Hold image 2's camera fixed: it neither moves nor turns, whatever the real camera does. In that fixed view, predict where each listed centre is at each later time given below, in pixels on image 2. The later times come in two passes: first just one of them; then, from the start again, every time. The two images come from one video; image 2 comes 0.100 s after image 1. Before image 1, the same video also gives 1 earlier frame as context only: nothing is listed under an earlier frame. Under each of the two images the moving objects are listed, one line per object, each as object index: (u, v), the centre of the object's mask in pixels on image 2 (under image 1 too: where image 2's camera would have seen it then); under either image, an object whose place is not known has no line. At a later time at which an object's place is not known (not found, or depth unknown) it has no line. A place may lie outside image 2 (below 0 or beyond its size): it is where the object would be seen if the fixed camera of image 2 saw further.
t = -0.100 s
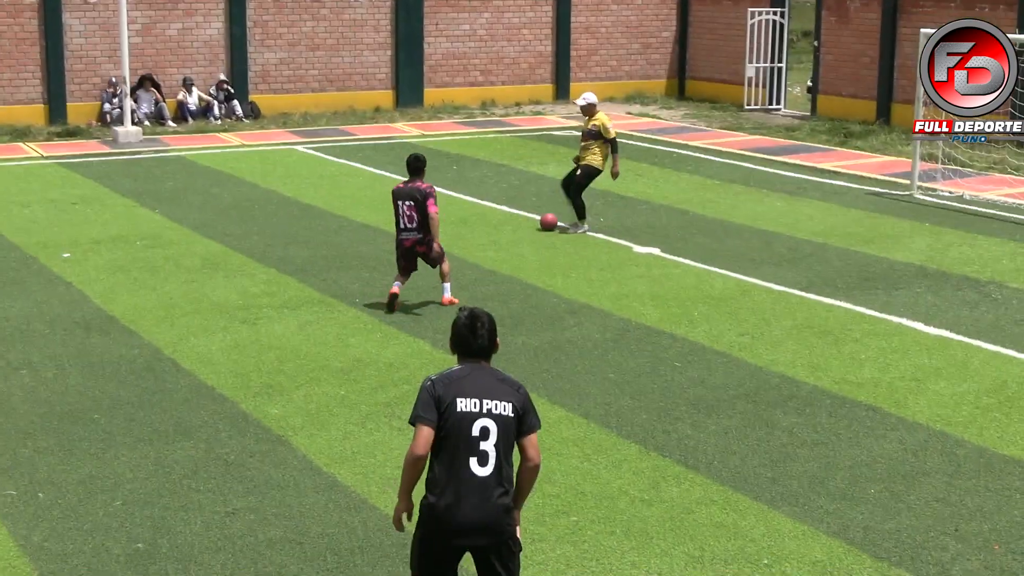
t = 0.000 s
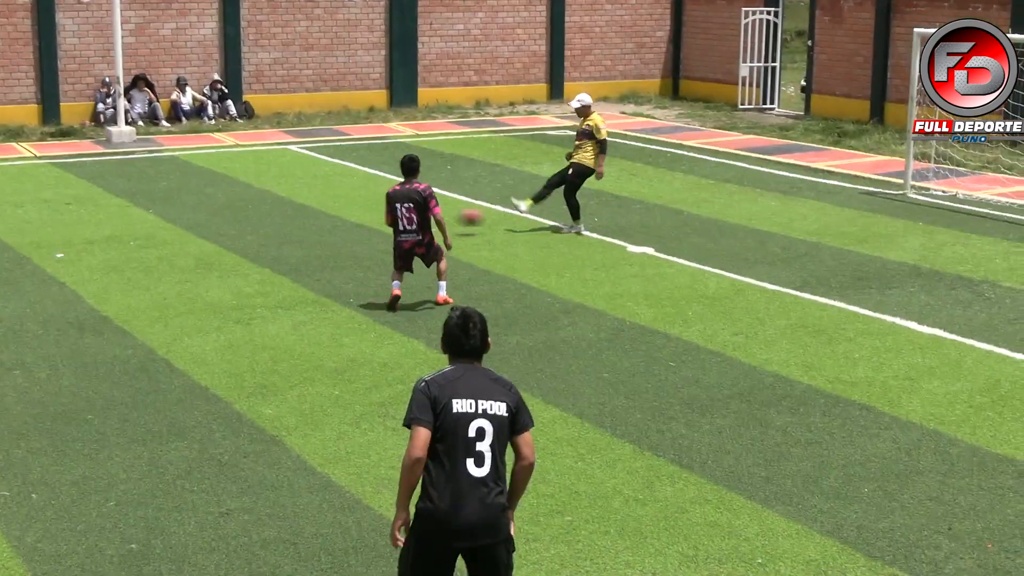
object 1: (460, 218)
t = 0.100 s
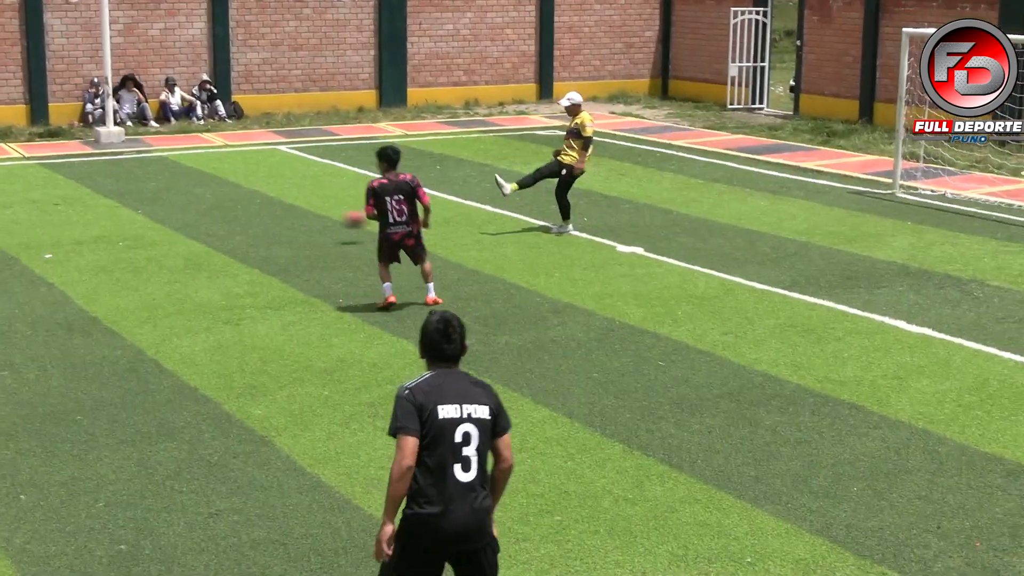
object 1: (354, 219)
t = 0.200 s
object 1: (246, 230)
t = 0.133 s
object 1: (320, 222)
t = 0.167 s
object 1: (283, 226)
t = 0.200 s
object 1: (246, 230)
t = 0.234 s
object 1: (208, 236)
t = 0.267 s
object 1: (170, 244)
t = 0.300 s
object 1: (131, 252)
